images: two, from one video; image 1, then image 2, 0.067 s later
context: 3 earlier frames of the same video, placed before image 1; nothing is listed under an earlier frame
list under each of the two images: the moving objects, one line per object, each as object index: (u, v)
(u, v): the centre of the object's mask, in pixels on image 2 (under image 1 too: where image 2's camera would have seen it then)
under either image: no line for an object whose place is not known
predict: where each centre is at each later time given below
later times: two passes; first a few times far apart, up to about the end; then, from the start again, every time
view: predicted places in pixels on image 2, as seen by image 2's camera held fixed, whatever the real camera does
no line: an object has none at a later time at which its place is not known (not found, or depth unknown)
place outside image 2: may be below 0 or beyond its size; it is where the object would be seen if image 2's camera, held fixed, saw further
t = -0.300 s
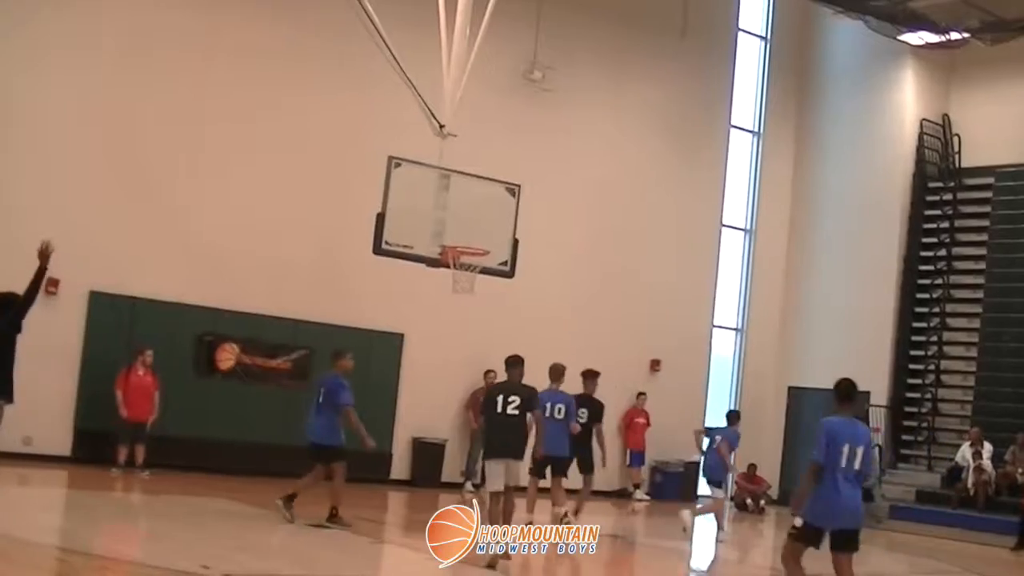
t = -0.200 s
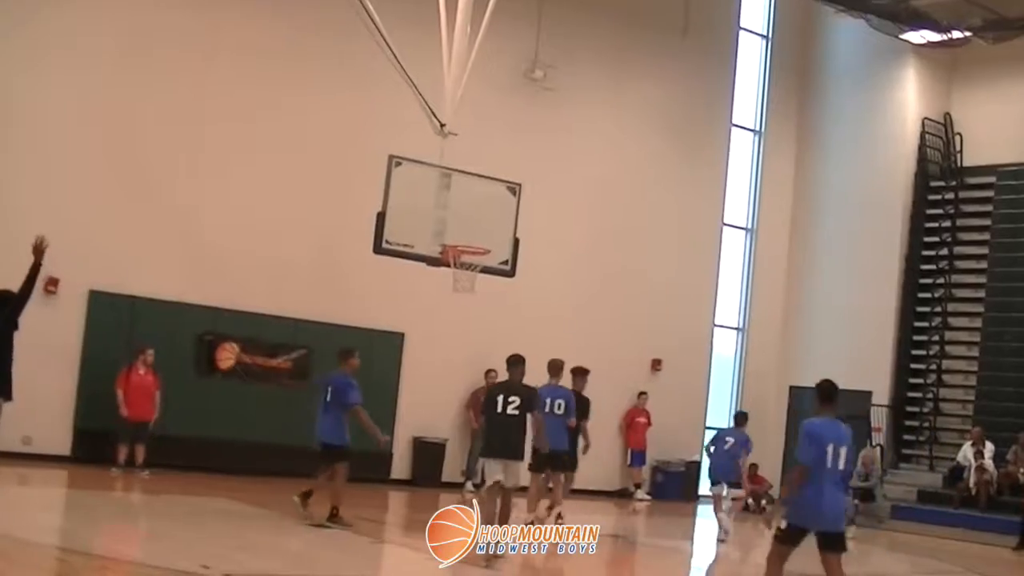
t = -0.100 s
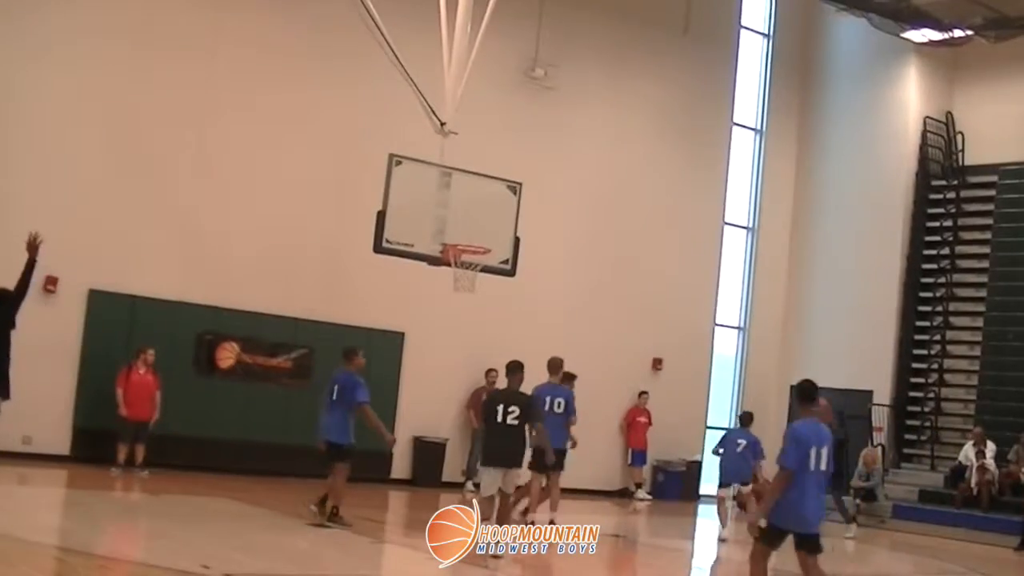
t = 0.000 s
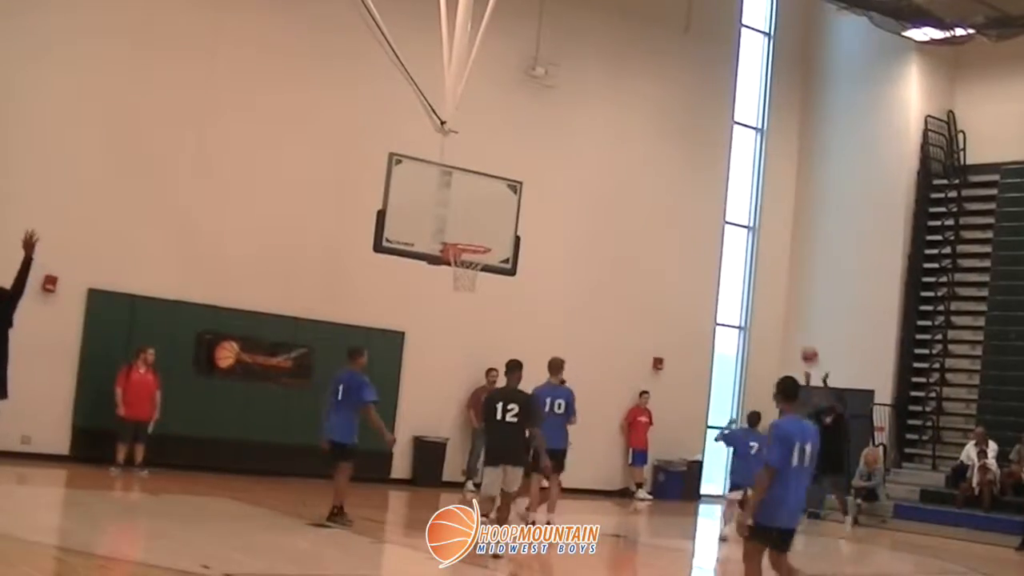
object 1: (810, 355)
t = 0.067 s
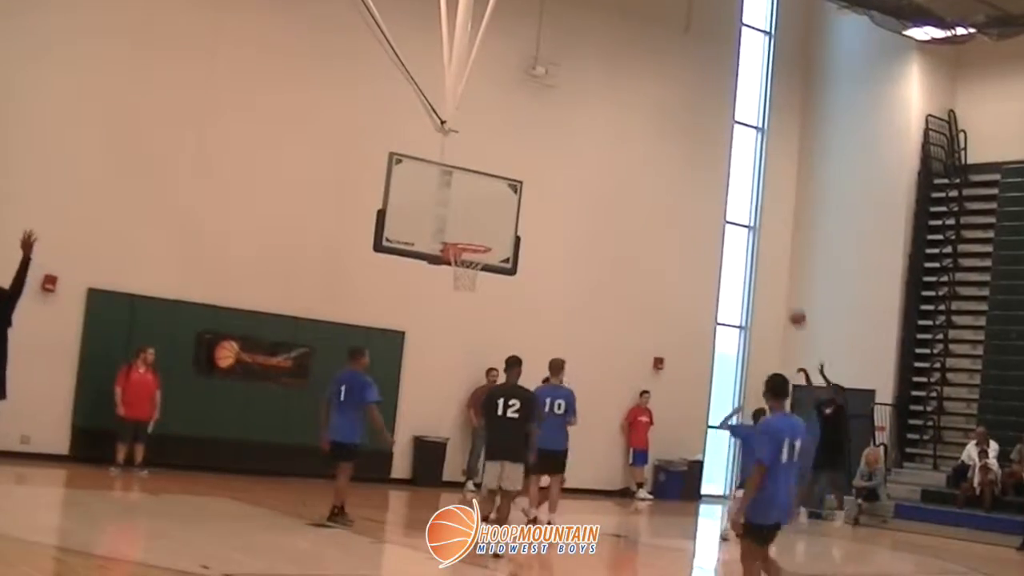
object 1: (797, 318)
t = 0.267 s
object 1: (755, 222)
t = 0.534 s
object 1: (690, 136)
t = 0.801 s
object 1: (619, 100)
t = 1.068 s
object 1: (539, 119)
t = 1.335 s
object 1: (446, 202)
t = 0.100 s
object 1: (790, 300)
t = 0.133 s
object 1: (783, 283)
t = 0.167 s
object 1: (777, 266)
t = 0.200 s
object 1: (769, 250)
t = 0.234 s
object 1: (762, 236)
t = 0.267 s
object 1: (755, 222)
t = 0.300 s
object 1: (748, 209)
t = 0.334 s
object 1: (739, 196)
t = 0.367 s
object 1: (730, 183)
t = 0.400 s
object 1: (722, 172)
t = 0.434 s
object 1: (715, 163)
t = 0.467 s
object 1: (707, 153)
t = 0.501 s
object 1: (698, 144)
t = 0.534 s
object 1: (690, 136)
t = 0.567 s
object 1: (682, 128)
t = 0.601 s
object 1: (674, 122)
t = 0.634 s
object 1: (665, 116)
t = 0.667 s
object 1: (656, 111)
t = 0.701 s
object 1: (647, 107)
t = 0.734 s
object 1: (638, 104)
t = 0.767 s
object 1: (629, 101)
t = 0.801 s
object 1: (619, 100)
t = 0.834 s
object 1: (610, 99)
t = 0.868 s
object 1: (600, 99)
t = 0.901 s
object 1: (590, 100)
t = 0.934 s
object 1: (580, 102)
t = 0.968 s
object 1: (570, 105)
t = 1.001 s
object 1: (560, 108)
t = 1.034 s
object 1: (549, 113)
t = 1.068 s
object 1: (539, 119)
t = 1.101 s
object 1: (528, 126)
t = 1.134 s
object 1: (517, 133)
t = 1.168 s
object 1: (505, 142)
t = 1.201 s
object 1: (494, 152)
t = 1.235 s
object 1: (483, 162)
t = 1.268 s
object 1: (471, 174)
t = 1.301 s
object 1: (459, 187)
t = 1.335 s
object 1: (446, 202)
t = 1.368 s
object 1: (434, 216)
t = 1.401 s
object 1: (422, 232)
